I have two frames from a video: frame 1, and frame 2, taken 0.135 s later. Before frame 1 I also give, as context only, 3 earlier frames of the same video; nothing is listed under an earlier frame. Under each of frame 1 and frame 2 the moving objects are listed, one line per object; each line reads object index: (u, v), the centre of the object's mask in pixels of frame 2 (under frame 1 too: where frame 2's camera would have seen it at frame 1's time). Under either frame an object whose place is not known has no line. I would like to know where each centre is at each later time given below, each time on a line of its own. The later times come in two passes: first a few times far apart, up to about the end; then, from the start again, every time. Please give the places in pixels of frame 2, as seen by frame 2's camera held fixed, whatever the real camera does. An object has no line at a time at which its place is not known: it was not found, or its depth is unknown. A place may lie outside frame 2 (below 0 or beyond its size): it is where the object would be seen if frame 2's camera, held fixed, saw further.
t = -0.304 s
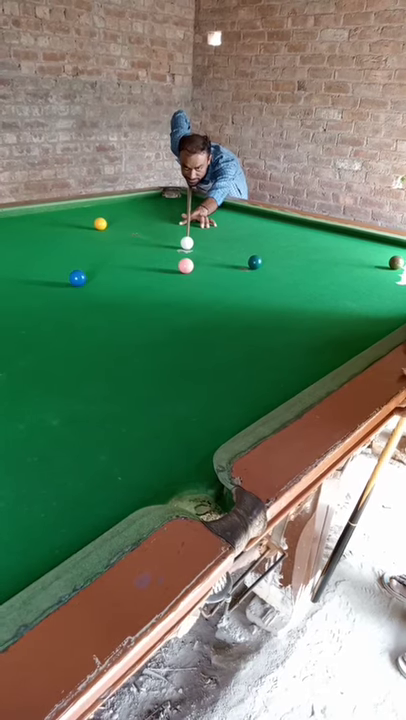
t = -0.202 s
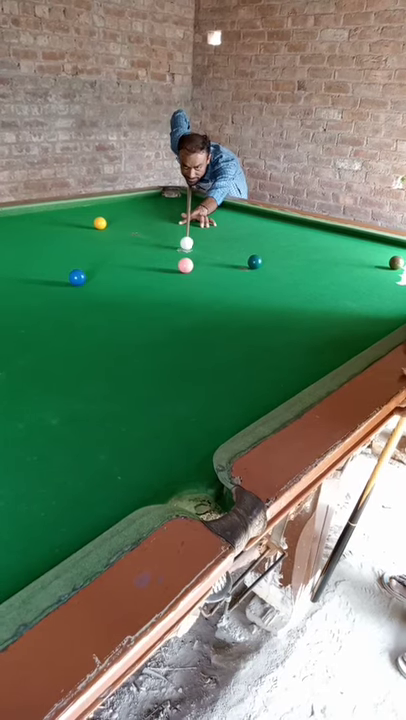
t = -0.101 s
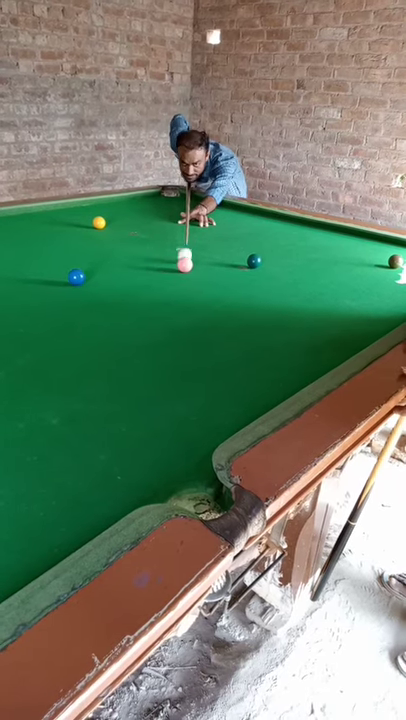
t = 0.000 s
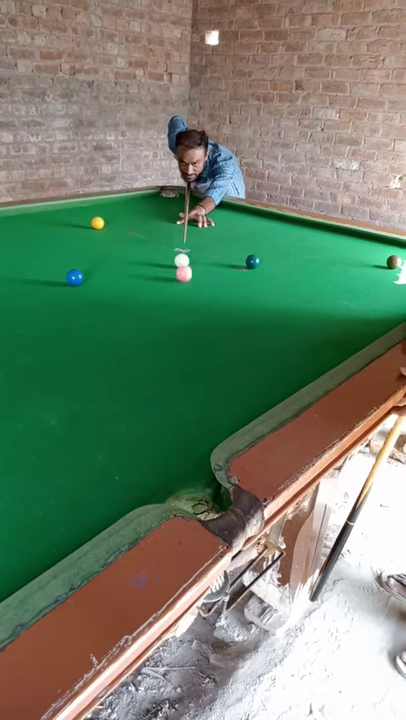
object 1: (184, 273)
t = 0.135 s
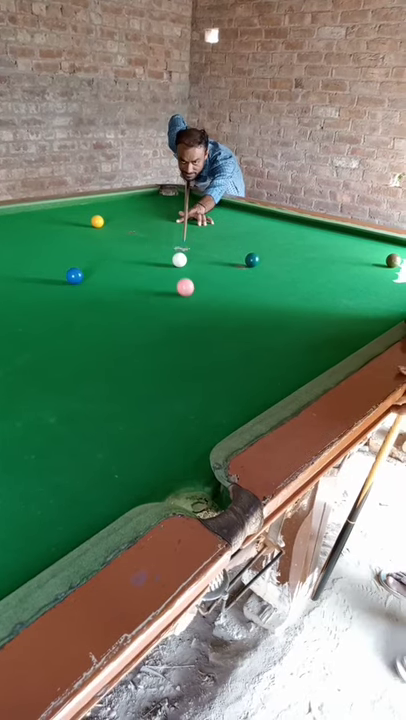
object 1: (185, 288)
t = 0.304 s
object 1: (188, 308)
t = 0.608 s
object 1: (193, 353)
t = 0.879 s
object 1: (199, 408)
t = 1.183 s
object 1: (157, 460)
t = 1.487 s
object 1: (64, 487)
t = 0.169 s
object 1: (186, 291)
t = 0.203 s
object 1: (186, 295)
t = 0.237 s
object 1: (187, 299)
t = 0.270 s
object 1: (187, 303)
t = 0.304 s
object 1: (188, 308)
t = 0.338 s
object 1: (188, 312)
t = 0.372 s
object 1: (189, 316)
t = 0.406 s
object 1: (189, 321)
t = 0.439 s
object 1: (190, 325)
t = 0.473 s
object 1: (191, 330)
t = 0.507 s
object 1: (191, 335)
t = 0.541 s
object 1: (191, 341)
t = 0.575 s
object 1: (192, 347)
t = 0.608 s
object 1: (193, 353)
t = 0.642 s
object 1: (194, 358)
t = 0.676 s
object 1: (194, 365)
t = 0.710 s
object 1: (195, 371)
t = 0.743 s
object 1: (196, 378)
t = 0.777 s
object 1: (197, 385)
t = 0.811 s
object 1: (198, 393)
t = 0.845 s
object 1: (198, 400)
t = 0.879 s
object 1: (199, 408)
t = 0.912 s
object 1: (200, 417)
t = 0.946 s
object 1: (201, 426)
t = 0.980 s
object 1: (202, 435)
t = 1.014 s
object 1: (202, 445)
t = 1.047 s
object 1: (196, 450)
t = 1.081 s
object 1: (186, 452)
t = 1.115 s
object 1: (176, 455)
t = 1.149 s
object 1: (166, 458)
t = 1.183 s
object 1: (157, 460)
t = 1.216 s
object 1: (147, 463)
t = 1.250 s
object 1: (137, 466)
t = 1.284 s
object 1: (126, 469)
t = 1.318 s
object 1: (116, 472)
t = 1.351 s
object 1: (106, 475)
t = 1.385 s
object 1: (95, 478)
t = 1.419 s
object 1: (85, 481)
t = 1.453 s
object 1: (74, 484)
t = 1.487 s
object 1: (64, 487)
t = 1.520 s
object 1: (53, 490)
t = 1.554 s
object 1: (42, 493)
